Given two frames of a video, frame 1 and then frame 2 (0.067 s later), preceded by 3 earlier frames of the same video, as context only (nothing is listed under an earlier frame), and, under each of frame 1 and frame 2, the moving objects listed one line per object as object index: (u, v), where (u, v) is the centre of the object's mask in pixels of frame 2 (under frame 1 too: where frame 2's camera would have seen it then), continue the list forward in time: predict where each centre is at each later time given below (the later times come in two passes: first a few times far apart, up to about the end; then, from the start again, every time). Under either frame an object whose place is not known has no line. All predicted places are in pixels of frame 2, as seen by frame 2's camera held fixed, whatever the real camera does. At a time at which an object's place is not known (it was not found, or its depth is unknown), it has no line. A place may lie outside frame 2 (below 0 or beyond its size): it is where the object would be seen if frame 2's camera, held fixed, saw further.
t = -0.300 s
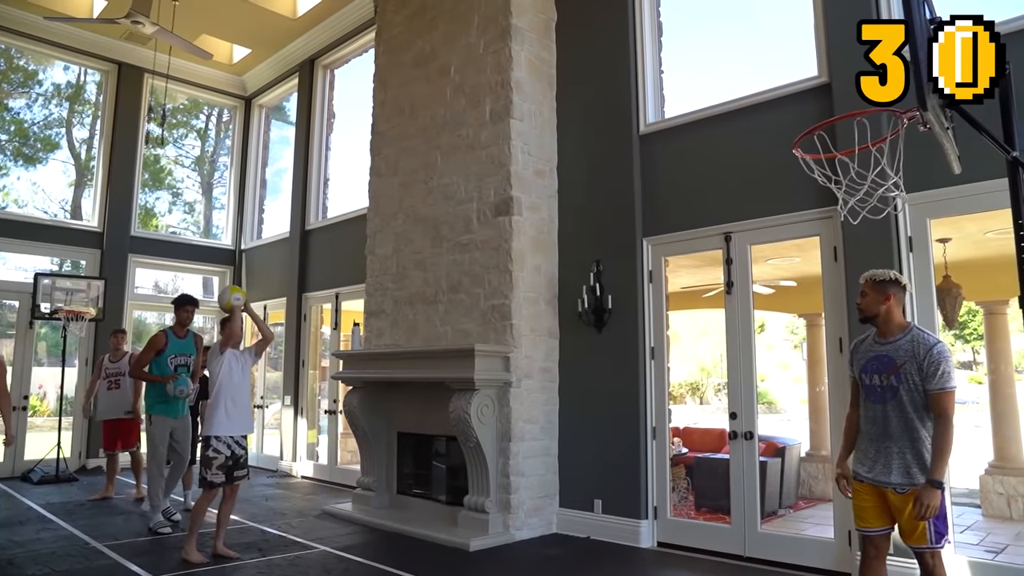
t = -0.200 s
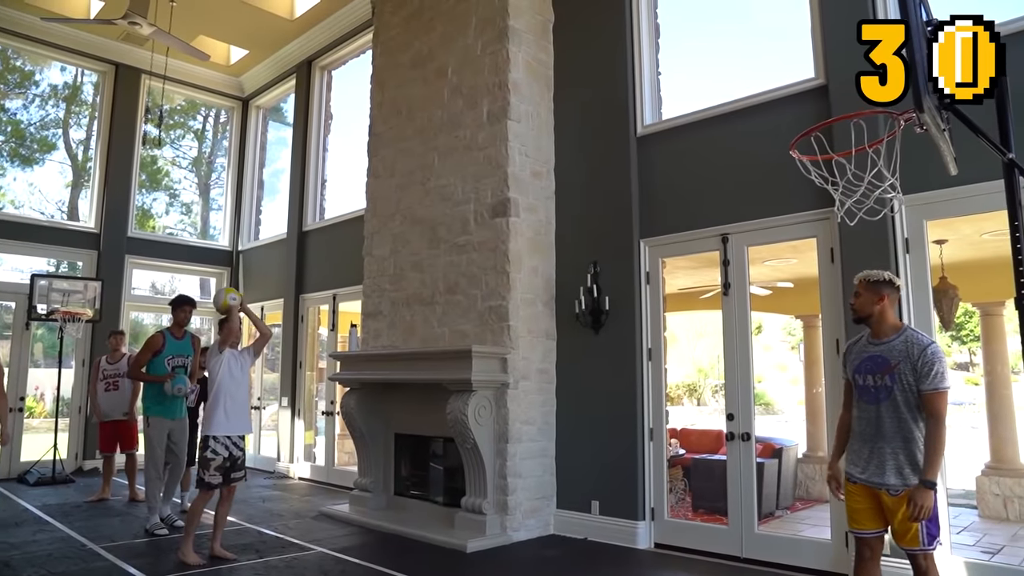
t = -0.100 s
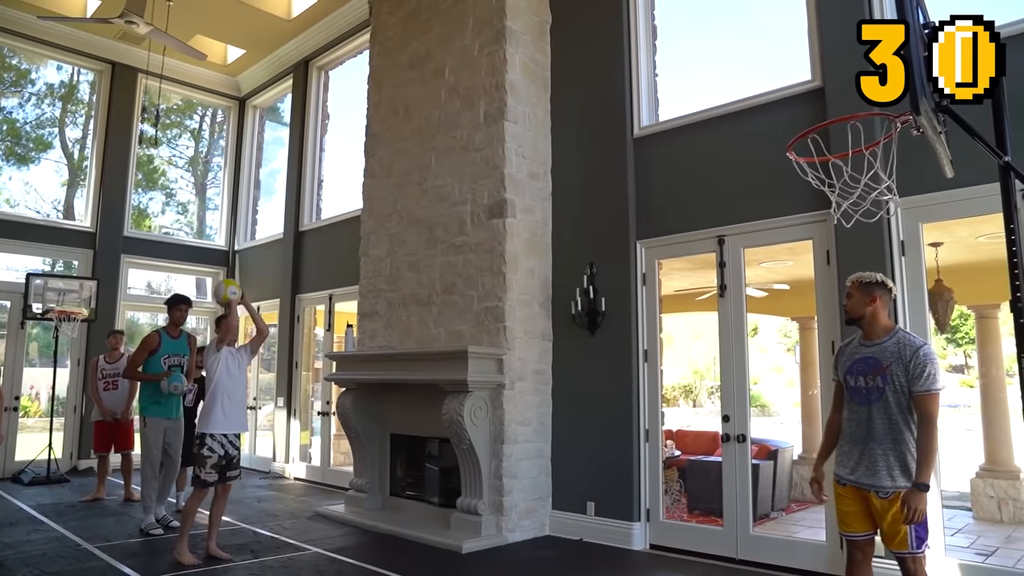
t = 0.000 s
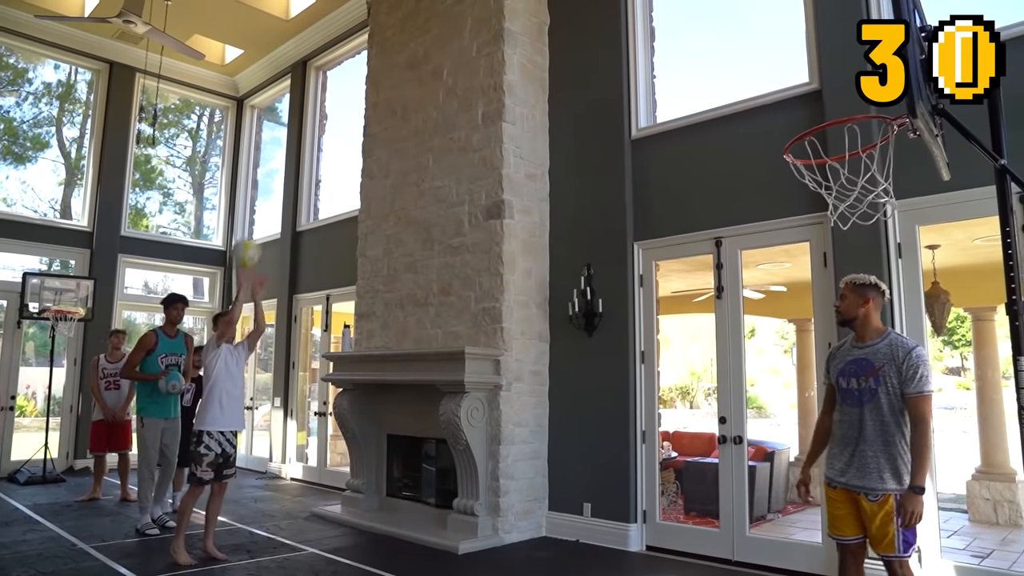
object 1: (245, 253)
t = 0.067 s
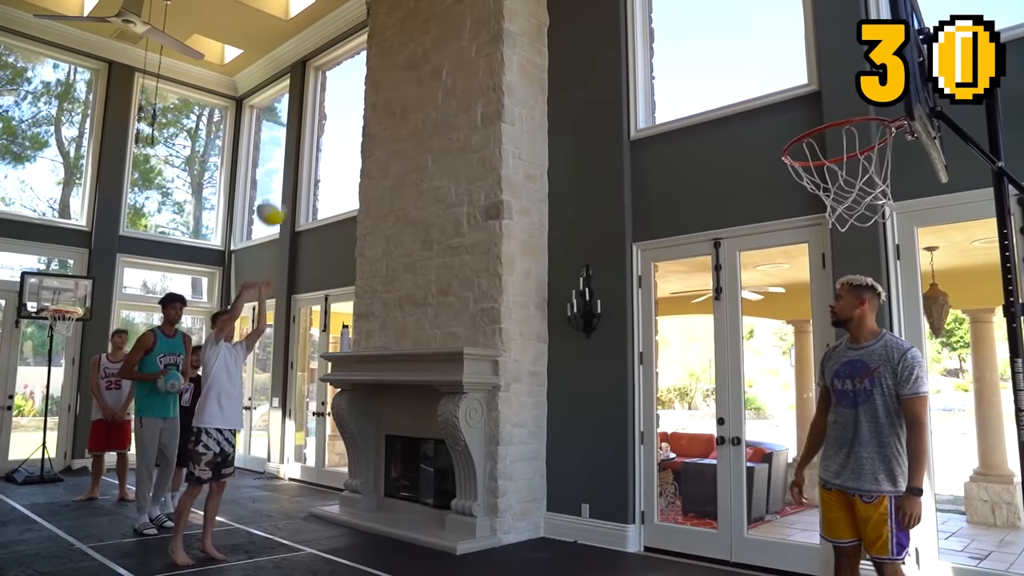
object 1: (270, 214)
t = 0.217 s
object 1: (332, 140)
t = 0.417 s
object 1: (439, 75)
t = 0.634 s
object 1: (590, 72)
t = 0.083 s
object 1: (278, 205)
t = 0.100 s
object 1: (284, 195)
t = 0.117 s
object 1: (291, 187)
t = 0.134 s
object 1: (298, 178)
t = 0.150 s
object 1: (306, 171)
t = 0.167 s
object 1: (310, 163)
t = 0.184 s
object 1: (317, 155)
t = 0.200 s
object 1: (325, 147)
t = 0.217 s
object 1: (332, 140)
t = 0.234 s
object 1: (340, 133)
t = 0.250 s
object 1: (348, 127)
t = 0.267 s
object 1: (358, 120)
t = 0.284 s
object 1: (366, 114)
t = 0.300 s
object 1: (375, 108)
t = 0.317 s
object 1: (385, 102)
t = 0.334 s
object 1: (393, 97)
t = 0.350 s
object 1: (402, 92)
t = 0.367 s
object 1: (411, 88)
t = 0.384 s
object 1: (421, 83)
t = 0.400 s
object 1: (430, 79)
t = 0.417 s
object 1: (439, 75)
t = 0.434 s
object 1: (449, 72)
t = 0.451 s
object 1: (460, 69)
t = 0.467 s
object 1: (471, 67)
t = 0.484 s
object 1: (482, 65)
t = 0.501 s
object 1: (493, 64)
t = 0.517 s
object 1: (503, 63)
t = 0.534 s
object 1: (515, 63)
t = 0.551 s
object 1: (526, 63)
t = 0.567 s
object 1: (539, 63)
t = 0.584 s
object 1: (551, 65)
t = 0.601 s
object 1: (565, 67)
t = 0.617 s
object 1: (575, 69)
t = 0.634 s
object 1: (590, 72)
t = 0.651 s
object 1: (603, 75)
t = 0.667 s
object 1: (616, 79)
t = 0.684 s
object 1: (630, 84)
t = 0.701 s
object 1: (647, 90)
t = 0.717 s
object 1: (664, 97)
